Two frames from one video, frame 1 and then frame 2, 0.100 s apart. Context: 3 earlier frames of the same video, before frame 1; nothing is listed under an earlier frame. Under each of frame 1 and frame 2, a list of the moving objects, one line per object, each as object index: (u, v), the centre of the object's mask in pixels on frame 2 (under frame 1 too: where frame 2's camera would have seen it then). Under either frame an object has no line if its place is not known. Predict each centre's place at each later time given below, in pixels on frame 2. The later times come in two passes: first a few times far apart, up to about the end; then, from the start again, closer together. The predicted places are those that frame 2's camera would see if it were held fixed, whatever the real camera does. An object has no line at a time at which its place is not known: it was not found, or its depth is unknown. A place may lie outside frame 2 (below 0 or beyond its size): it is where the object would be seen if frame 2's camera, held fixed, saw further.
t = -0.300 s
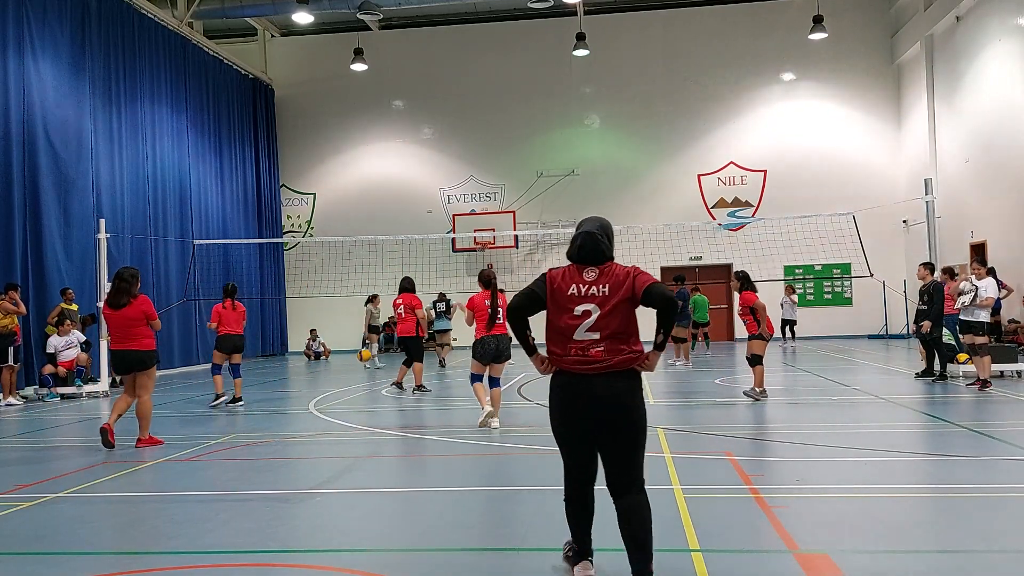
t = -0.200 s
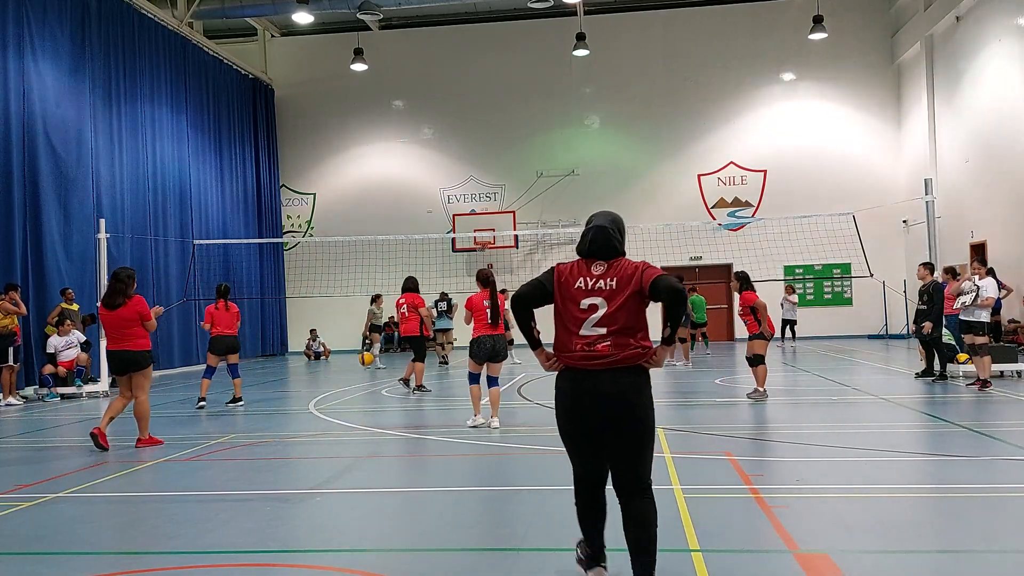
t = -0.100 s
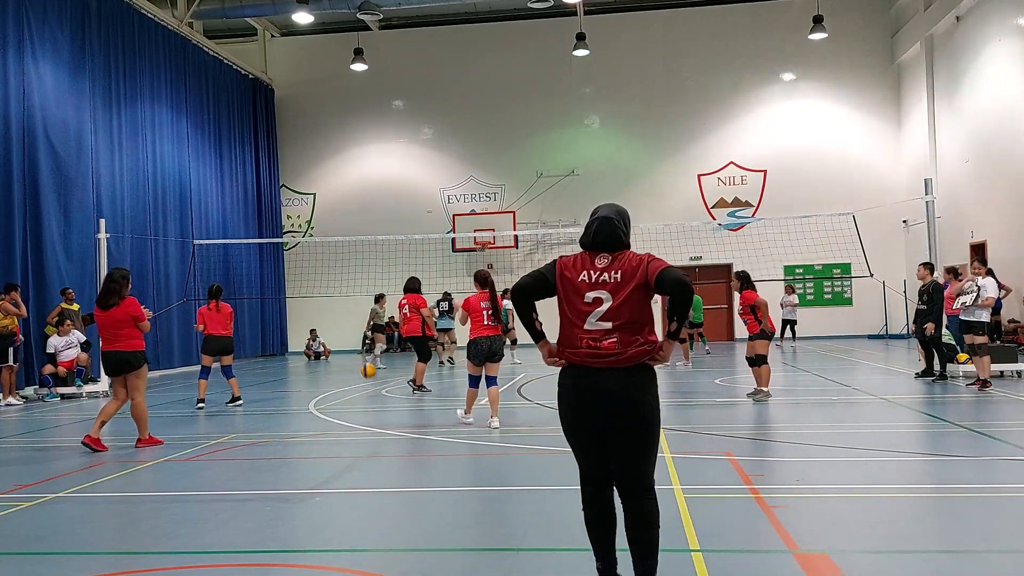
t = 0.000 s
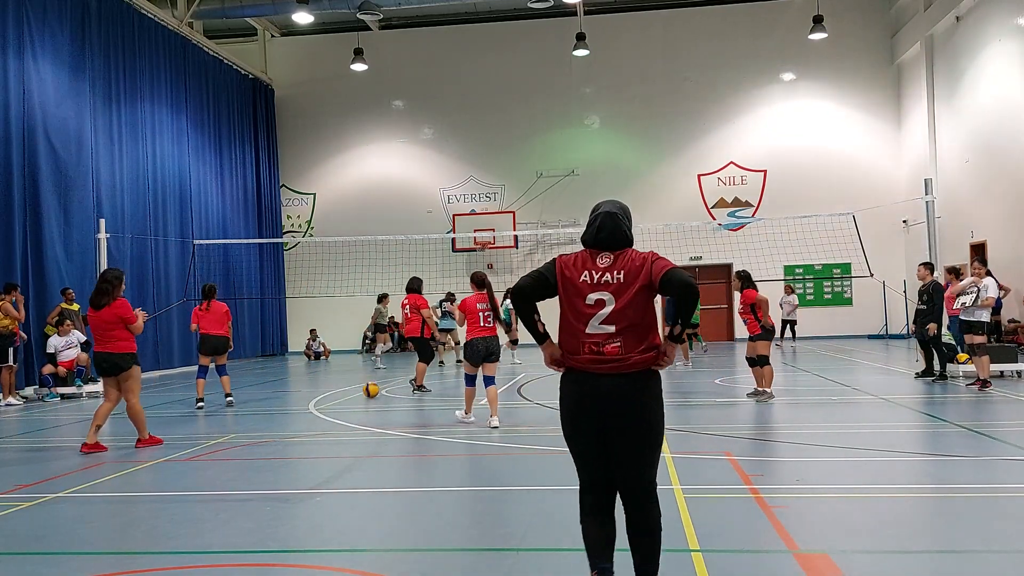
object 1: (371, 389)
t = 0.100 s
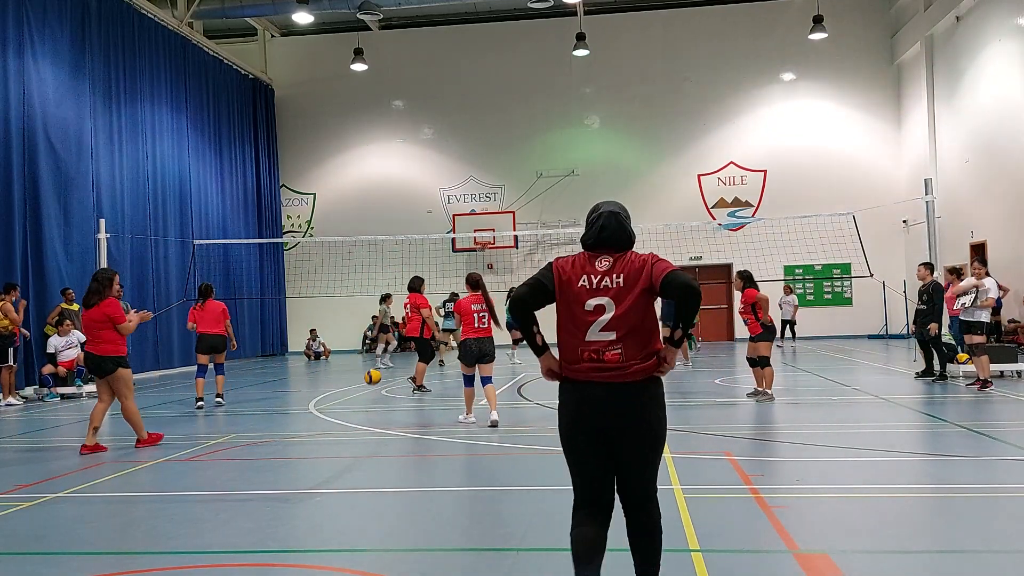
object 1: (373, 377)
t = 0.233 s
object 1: (375, 371)
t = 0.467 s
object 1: (382, 402)
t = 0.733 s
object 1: (389, 401)
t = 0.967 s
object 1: (398, 437)
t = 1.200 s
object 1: (410, 446)
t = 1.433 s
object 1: (428, 485)
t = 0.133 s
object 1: (373, 374)
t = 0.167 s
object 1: (374, 372)
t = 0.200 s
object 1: (375, 371)
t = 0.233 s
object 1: (375, 371)
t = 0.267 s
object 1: (376, 372)
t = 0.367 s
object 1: (379, 381)
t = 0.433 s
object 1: (381, 394)
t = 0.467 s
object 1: (382, 402)
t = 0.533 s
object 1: (383, 408)
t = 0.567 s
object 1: (384, 404)
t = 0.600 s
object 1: (385, 401)
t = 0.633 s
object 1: (386, 400)
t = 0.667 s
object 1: (387, 399)
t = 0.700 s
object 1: (388, 399)
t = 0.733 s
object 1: (389, 401)
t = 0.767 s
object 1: (390, 404)
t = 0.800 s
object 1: (391, 409)
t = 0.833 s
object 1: (393, 415)
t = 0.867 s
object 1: (394, 423)
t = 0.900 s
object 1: (395, 433)
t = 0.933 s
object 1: (397, 442)
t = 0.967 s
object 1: (398, 437)
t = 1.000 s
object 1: (400, 434)
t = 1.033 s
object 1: (401, 432)
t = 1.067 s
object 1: (403, 431)
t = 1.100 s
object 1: (404, 432)
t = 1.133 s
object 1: (406, 435)
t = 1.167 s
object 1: (408, 439)
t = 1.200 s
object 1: (410, 446)
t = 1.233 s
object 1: (412, 455)
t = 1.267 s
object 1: (415, 467)
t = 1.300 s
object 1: (417, 481)
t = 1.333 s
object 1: (420, 491)
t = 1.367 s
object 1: (423, 487)
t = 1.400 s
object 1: (425, 485)
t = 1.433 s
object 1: (428, 485)
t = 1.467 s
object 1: (431, 486)
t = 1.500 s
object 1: (435, 491)
